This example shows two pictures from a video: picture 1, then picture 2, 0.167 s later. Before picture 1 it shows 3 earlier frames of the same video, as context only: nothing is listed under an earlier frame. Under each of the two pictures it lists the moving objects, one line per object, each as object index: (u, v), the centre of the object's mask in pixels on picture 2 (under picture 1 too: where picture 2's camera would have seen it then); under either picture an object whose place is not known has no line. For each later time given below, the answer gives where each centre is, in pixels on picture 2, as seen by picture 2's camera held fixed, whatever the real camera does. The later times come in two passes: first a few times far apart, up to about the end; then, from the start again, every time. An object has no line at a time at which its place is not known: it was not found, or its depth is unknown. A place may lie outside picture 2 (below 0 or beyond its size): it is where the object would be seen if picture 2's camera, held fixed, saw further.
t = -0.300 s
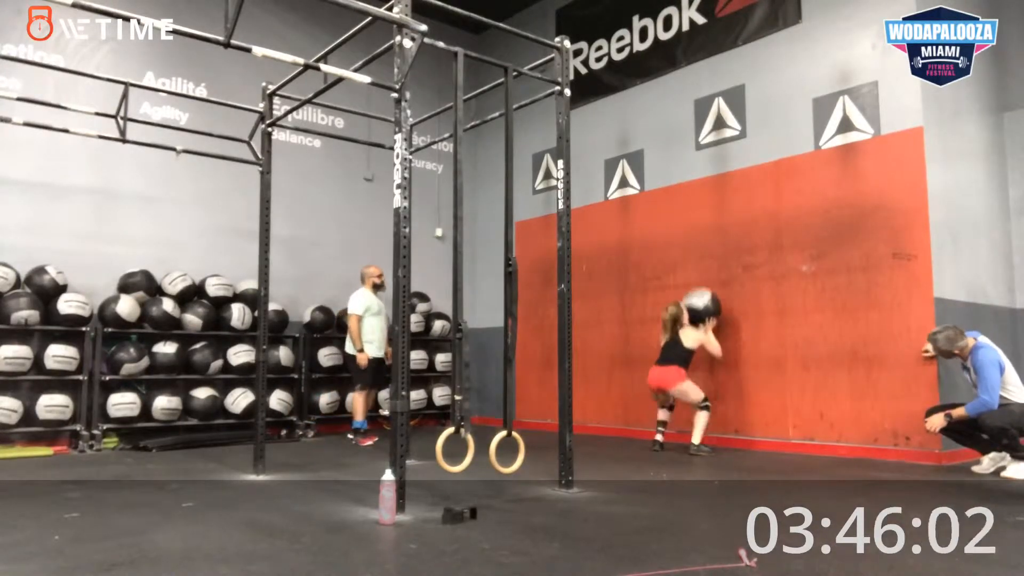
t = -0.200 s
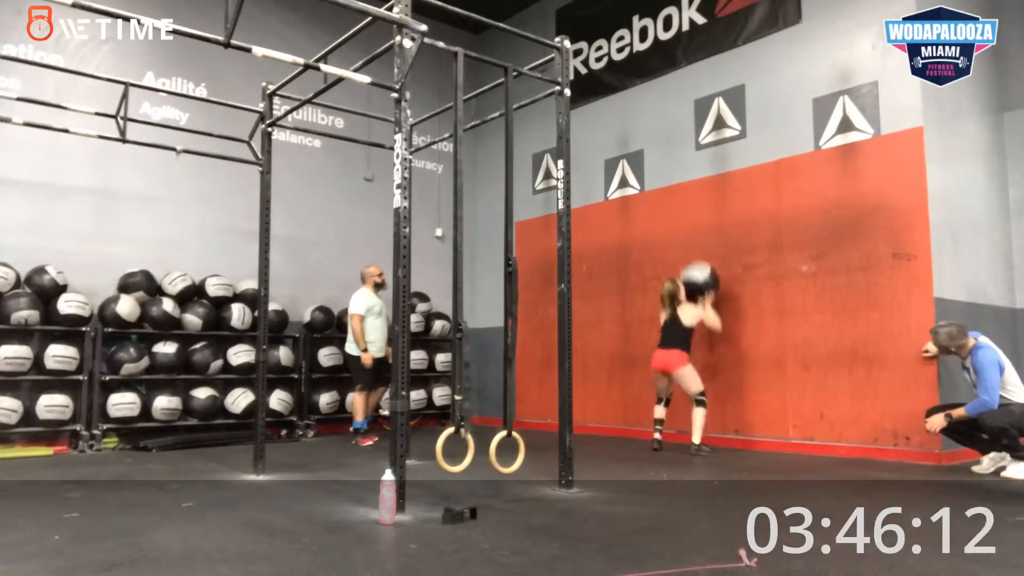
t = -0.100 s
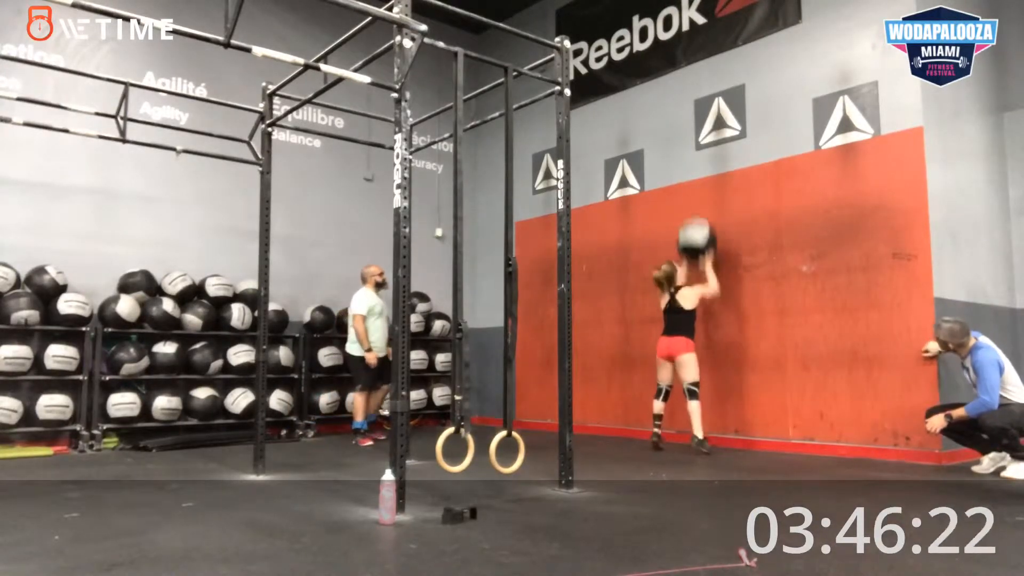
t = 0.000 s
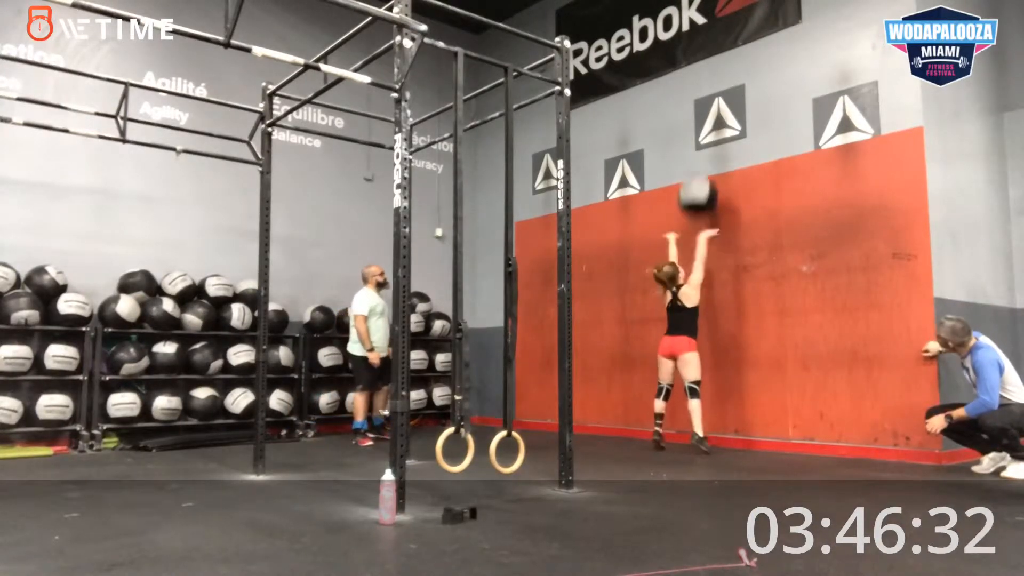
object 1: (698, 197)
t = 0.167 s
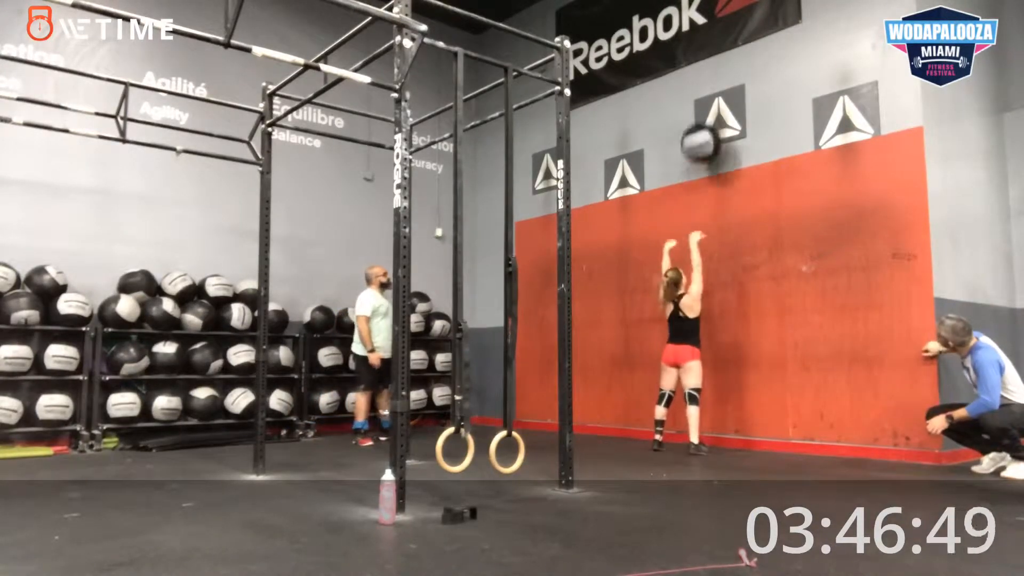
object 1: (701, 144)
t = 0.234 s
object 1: (702, 131)
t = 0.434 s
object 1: (707, 121)
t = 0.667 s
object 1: (712, 158)
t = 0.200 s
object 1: (702, 137)
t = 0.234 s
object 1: (702, 131)
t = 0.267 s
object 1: (703, 127)
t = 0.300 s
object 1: (704, 123)
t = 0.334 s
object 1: (705, 121)
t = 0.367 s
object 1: (706, 120)
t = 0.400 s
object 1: (707, 120)
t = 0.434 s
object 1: (707, 121)
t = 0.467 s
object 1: (708, 124)
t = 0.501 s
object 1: (709, 128)
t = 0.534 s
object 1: (710, 132)
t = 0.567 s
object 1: (711, 137)
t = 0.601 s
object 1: (710, 140)
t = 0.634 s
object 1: (710, 149)
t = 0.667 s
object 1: (712, 158)
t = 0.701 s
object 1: (712, 166)
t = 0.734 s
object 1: (712, 175)
